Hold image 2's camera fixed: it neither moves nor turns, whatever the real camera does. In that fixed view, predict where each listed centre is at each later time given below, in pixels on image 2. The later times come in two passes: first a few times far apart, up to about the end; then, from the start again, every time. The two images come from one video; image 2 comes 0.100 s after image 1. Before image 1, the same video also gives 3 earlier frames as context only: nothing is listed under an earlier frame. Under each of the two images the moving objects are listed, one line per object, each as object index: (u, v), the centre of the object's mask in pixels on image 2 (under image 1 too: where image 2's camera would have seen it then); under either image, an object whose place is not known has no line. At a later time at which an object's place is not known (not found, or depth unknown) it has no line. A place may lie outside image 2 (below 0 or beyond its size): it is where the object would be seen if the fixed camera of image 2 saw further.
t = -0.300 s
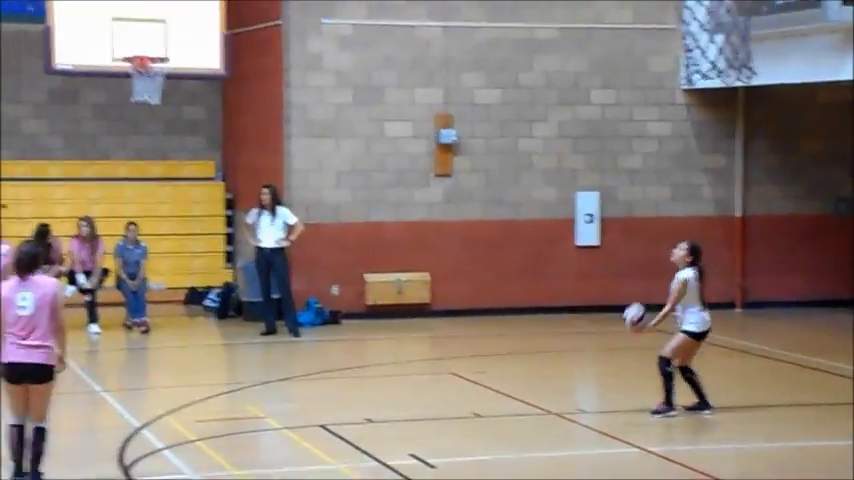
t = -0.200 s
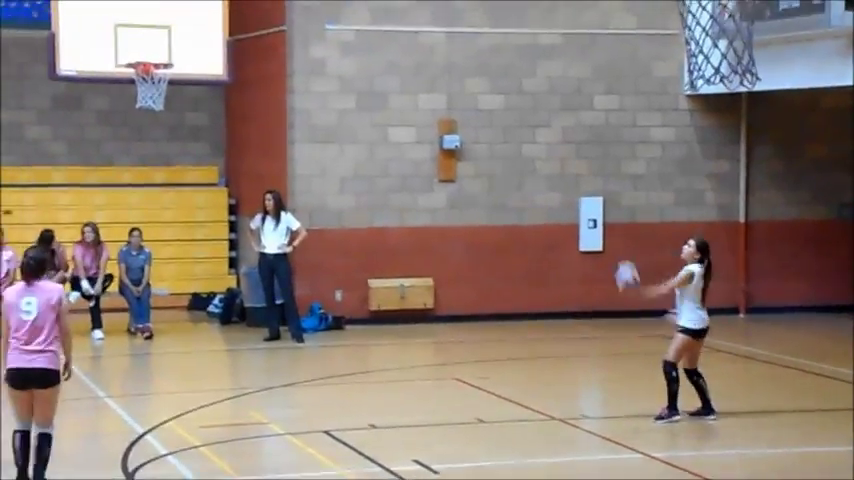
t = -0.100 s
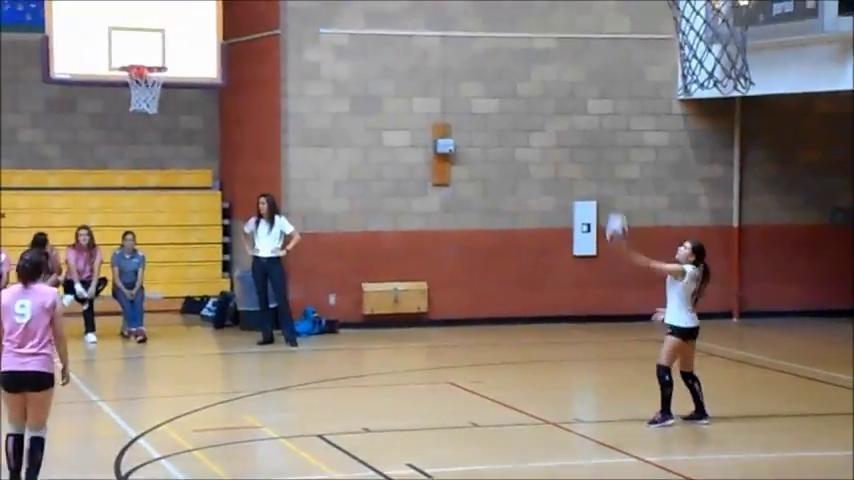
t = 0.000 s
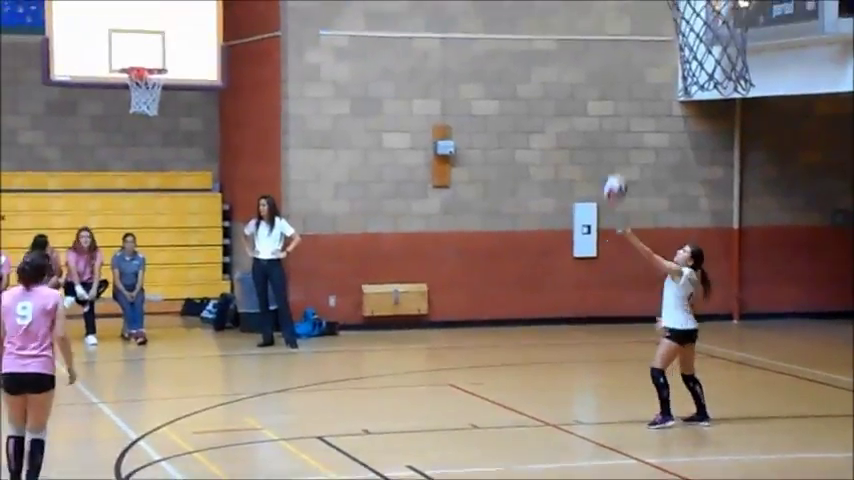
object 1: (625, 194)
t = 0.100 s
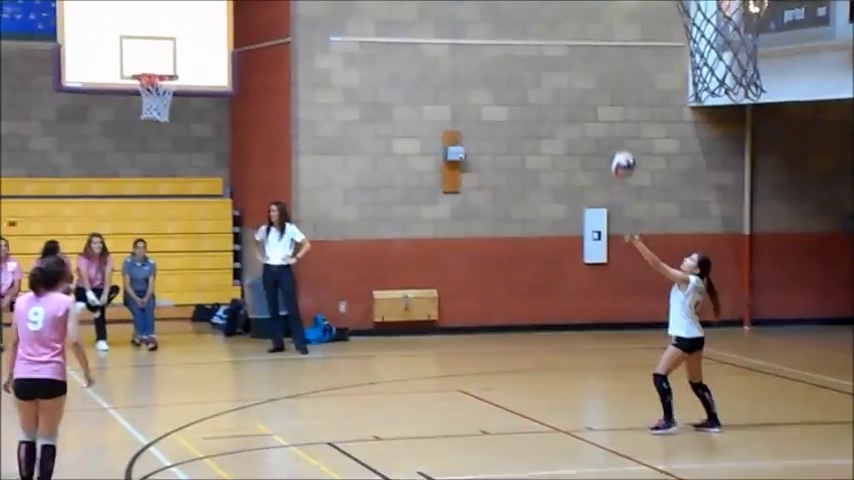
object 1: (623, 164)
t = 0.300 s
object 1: (618, 140)
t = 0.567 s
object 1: (610, 178)
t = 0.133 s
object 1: (622, 157)
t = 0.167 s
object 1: (621, 151)
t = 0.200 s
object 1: (620, 146)
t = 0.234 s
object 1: (620, 143)
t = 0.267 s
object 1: (619, 141)
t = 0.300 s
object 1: (618, 140)
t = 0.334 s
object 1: (617, 141)
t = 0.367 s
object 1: (616, 142)
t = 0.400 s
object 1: (615, 145)
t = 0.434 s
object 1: (614, 149)
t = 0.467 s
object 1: (613, 155)
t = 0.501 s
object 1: (612, 162)
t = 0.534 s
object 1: (611, 170)
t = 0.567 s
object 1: (610, 178)
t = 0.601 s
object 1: (609, 190)
